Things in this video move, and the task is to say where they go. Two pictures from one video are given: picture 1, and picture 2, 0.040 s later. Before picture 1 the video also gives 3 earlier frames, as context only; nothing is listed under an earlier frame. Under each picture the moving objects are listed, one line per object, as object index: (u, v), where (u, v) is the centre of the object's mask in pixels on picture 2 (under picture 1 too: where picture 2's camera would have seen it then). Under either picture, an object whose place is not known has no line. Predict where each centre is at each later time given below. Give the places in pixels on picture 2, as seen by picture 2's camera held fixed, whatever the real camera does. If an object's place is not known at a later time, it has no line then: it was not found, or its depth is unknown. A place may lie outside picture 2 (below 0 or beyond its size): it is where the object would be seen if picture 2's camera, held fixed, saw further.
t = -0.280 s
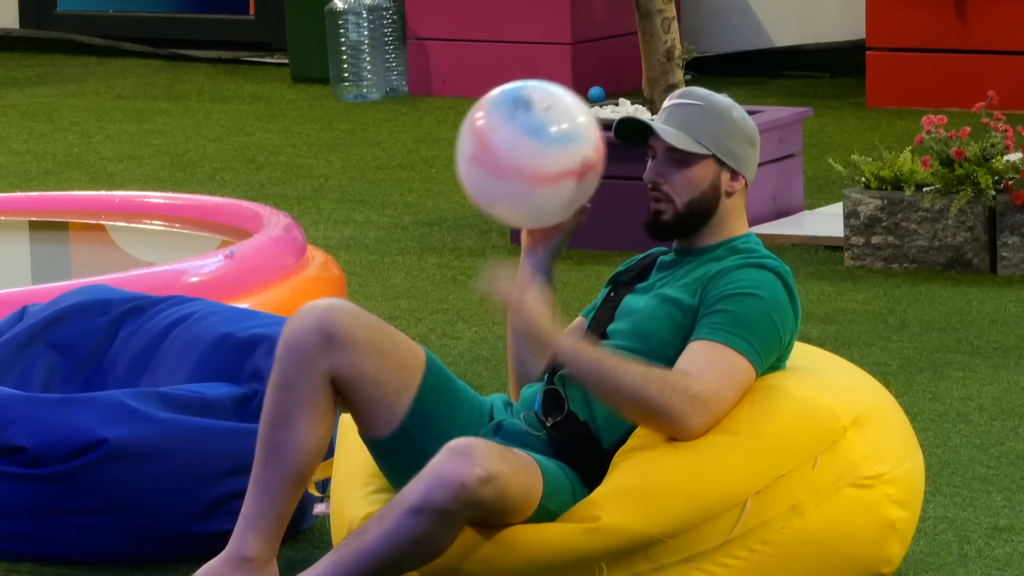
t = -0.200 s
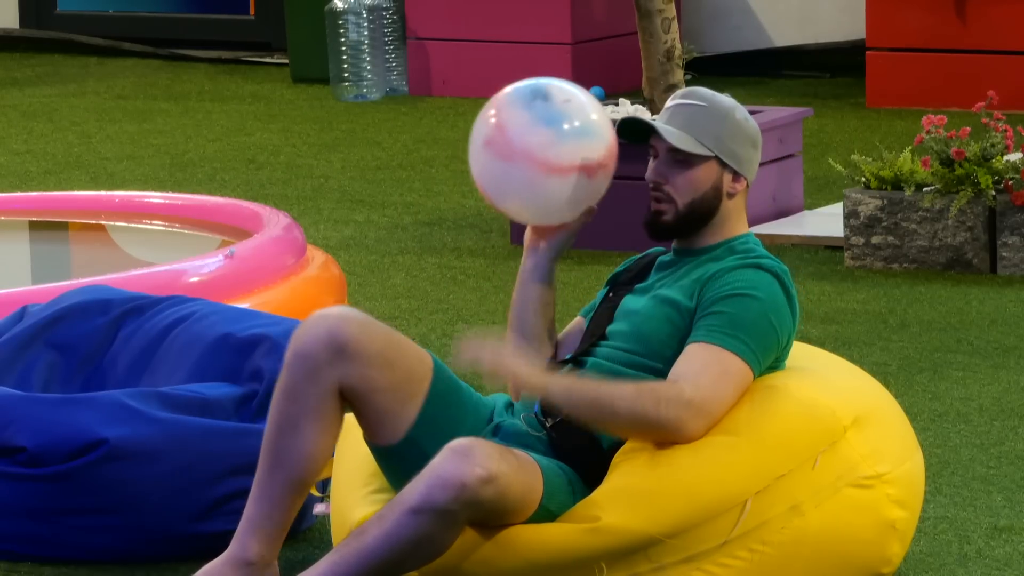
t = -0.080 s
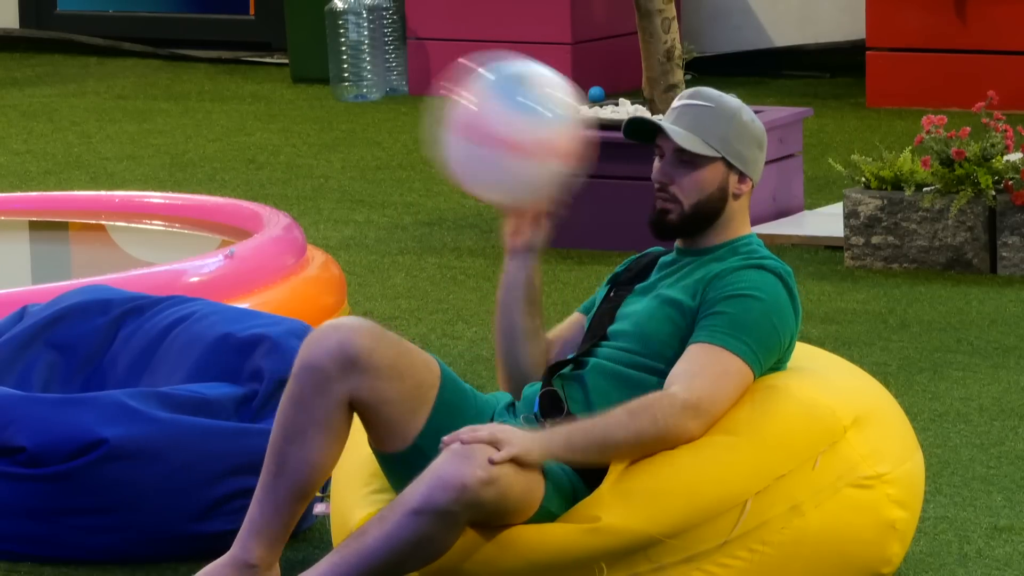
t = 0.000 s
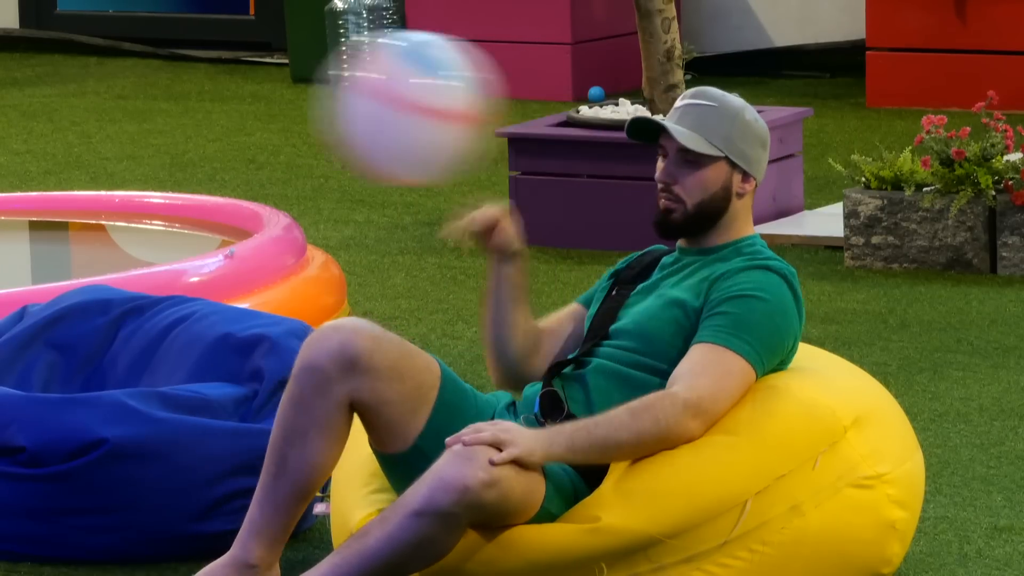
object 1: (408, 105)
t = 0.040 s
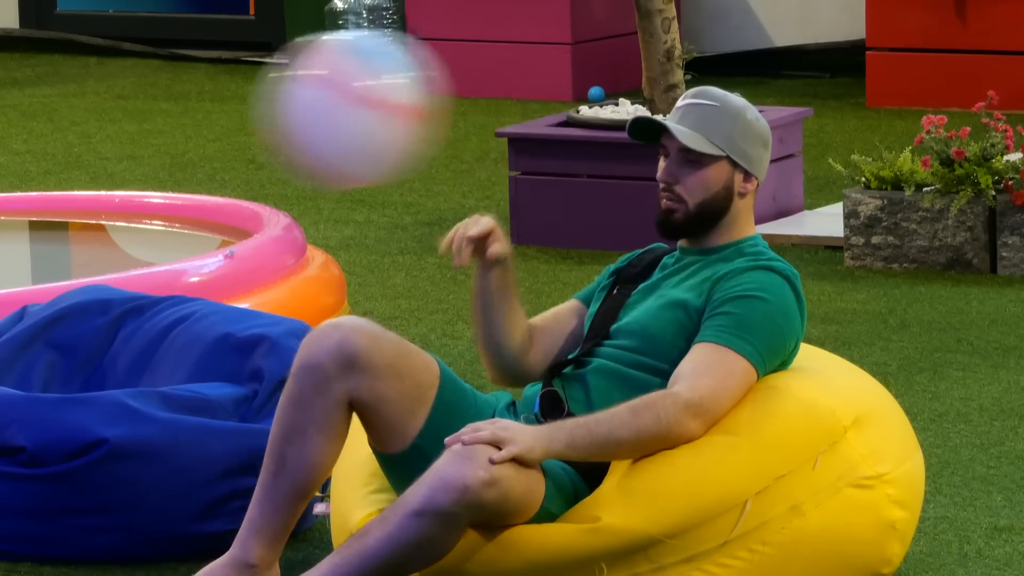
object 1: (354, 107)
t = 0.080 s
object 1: (295, 116)
